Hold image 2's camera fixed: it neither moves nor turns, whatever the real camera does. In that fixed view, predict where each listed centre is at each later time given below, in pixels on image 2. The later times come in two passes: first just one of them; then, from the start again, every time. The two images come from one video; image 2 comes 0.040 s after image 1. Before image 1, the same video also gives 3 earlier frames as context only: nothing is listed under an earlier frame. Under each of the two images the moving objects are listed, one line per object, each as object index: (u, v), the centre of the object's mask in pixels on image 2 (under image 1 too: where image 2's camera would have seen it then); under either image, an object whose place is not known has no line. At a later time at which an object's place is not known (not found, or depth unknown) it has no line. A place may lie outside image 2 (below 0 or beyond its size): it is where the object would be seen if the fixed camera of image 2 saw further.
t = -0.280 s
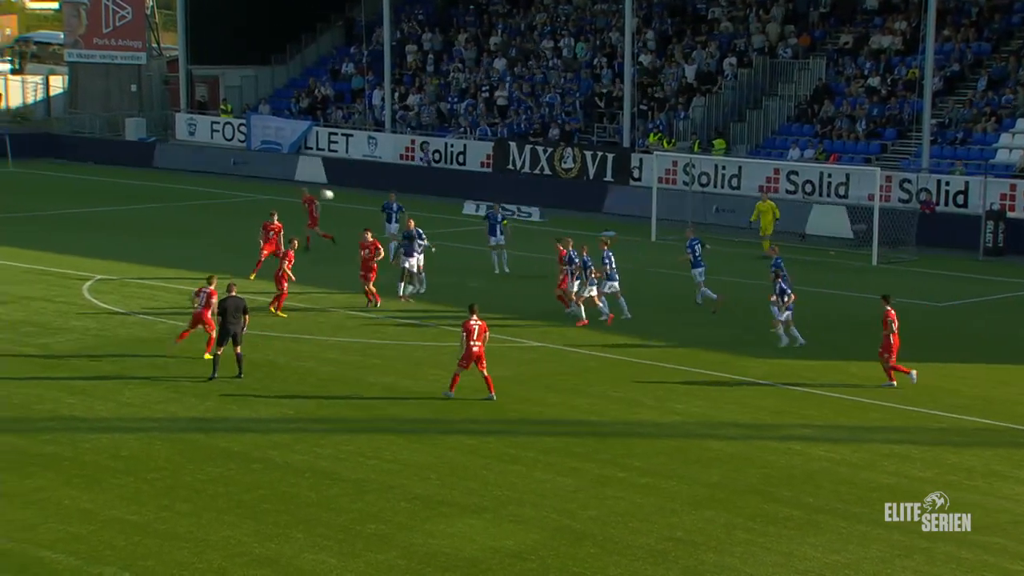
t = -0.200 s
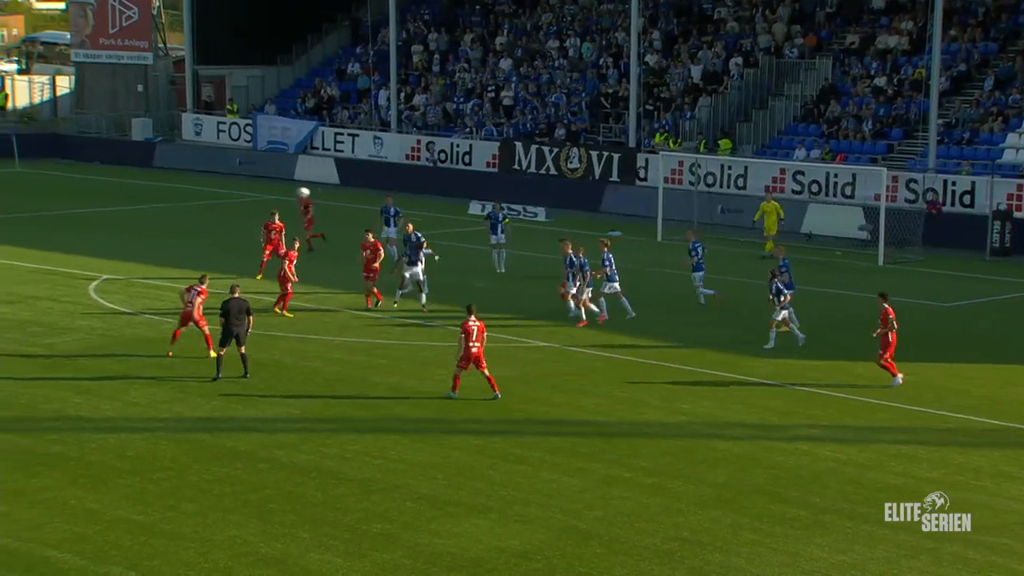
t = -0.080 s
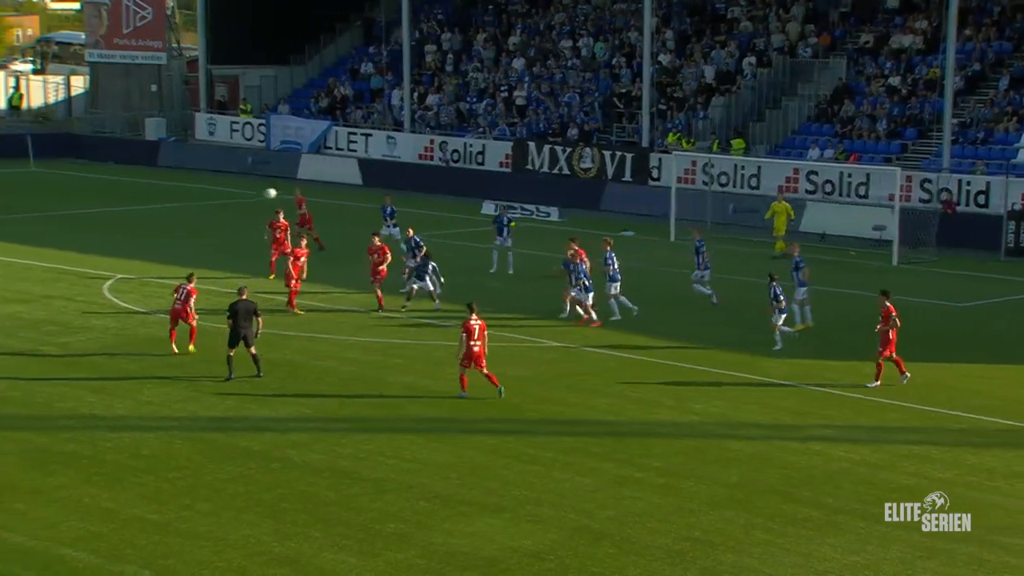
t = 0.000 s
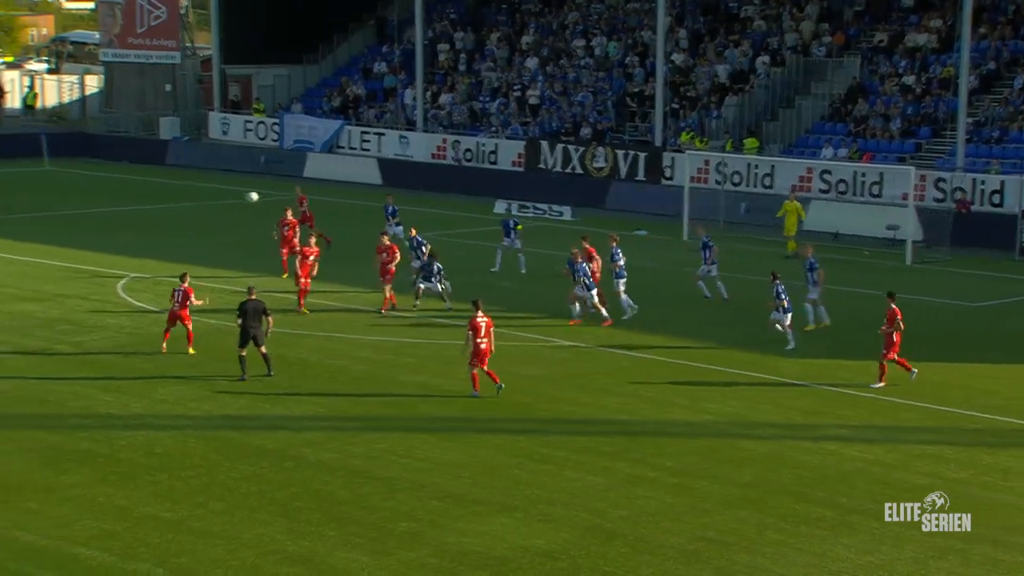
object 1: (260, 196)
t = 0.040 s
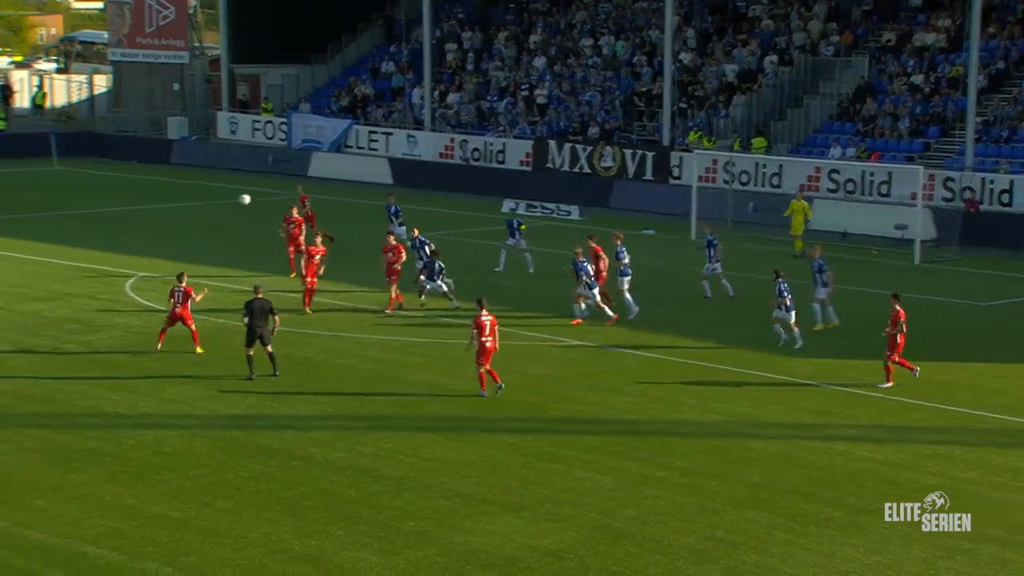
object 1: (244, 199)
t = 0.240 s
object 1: (163, 227)
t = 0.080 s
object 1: (228, 203)
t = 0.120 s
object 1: (212, 208)
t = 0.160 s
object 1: (196, 213)
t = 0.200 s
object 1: (179, 220)
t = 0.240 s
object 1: (163, 227)
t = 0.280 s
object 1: (146, 234)
